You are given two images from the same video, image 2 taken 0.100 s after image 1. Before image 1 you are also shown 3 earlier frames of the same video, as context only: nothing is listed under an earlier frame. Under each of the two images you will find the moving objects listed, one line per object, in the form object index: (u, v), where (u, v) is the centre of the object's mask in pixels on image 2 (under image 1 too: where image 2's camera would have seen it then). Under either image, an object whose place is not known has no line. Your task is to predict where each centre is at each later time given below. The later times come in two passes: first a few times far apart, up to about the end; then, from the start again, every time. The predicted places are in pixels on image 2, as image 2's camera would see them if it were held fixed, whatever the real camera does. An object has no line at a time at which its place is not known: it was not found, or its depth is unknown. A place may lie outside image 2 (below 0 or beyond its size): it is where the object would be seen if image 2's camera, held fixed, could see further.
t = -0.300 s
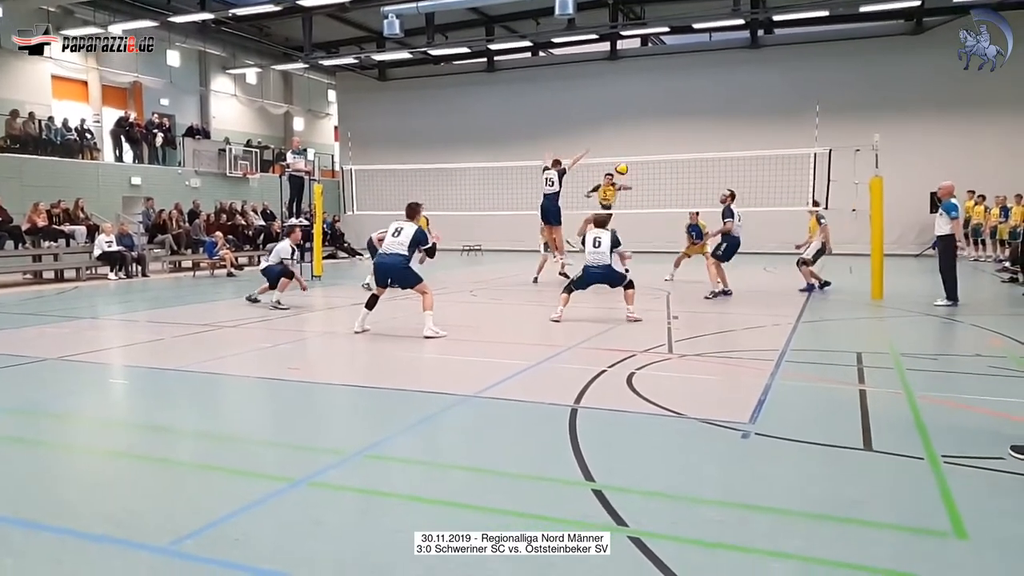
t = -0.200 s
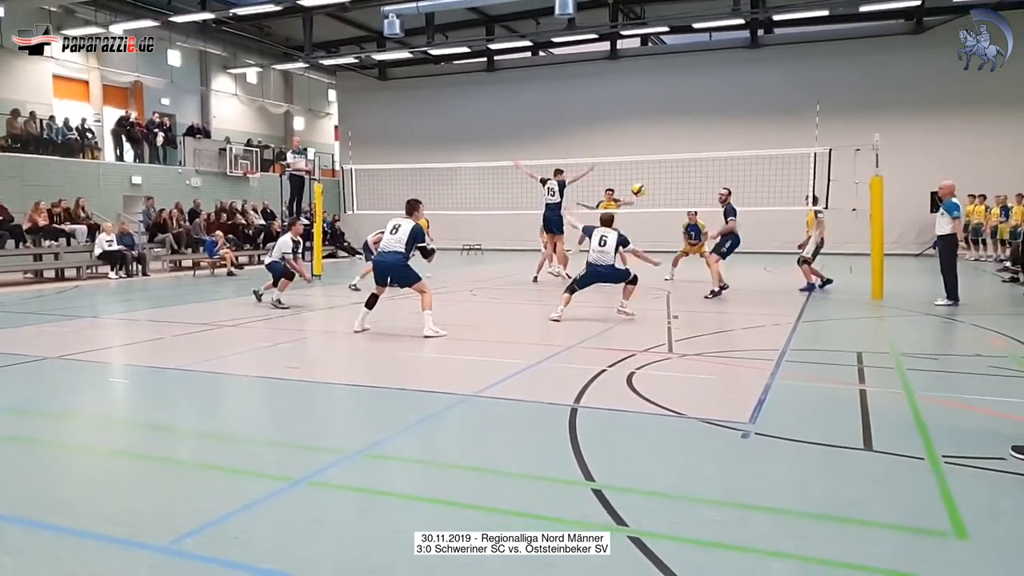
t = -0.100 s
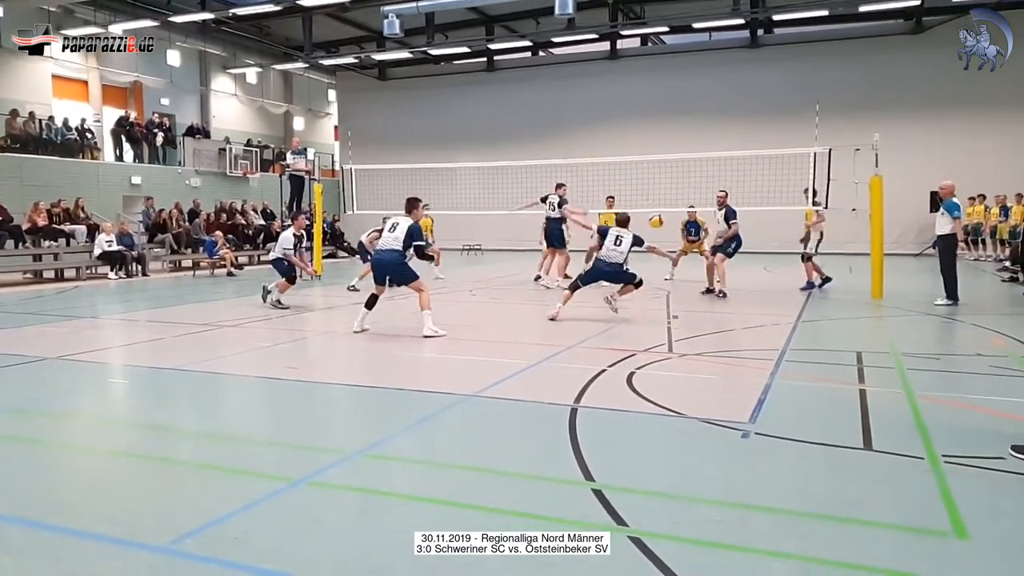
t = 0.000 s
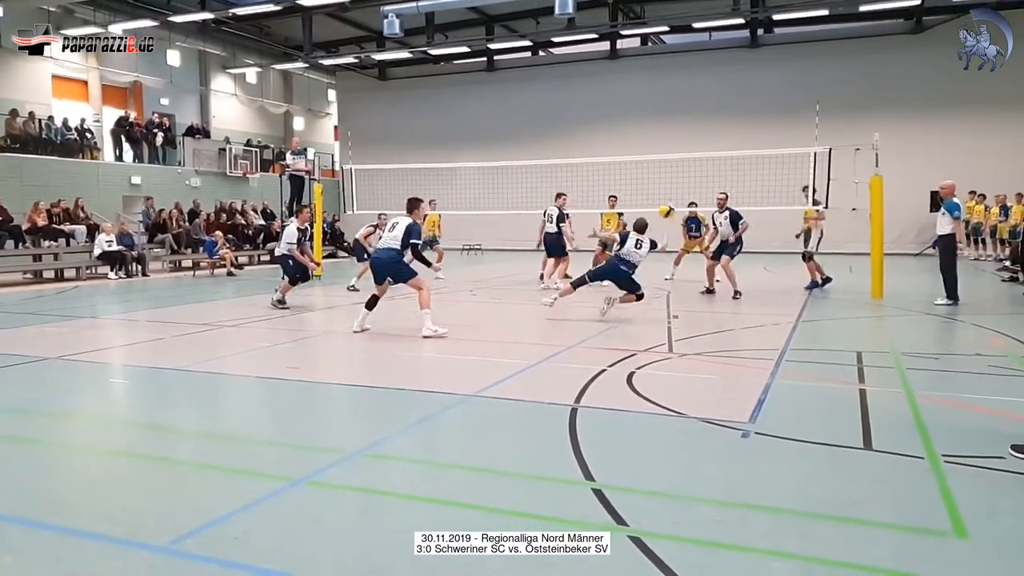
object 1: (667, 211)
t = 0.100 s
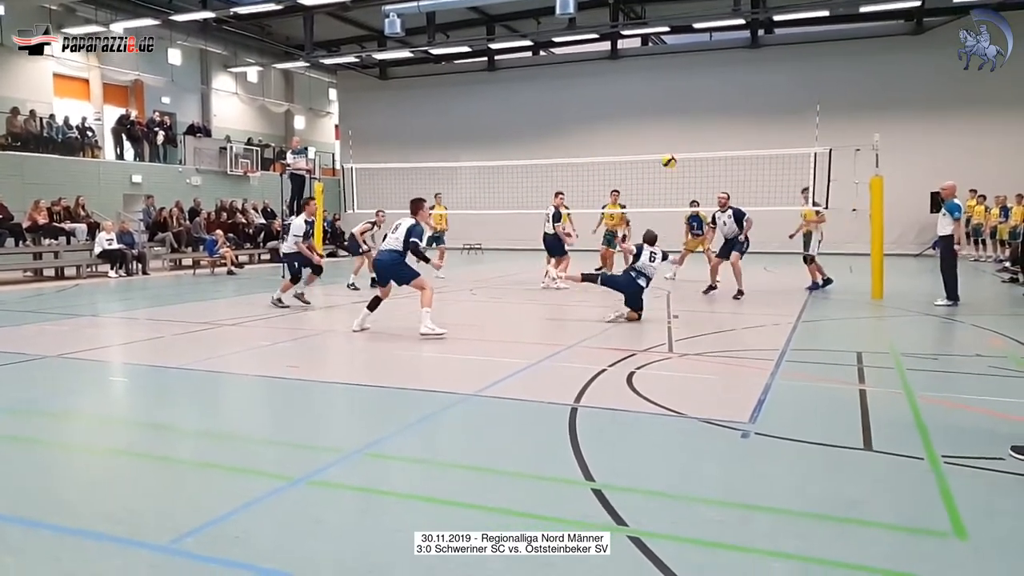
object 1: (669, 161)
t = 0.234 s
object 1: (669, 109)
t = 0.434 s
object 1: (671, 62)
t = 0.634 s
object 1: (672, 45)
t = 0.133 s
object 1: (669, 146)
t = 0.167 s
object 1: (670, 132)
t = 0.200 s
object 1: (670, 120)
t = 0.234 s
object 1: (669, 109)
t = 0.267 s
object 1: (670, 100)
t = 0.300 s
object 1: (671, 90)
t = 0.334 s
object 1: (671, 82)
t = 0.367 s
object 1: (671, 75)
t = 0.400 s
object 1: (672, 68)
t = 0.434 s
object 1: (671, 62)
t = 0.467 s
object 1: (672, 58)
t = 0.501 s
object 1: (672, 53)
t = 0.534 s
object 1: (672, 50)
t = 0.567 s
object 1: (672, 48)
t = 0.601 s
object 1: (672, 46)
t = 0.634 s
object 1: (672, 45)
